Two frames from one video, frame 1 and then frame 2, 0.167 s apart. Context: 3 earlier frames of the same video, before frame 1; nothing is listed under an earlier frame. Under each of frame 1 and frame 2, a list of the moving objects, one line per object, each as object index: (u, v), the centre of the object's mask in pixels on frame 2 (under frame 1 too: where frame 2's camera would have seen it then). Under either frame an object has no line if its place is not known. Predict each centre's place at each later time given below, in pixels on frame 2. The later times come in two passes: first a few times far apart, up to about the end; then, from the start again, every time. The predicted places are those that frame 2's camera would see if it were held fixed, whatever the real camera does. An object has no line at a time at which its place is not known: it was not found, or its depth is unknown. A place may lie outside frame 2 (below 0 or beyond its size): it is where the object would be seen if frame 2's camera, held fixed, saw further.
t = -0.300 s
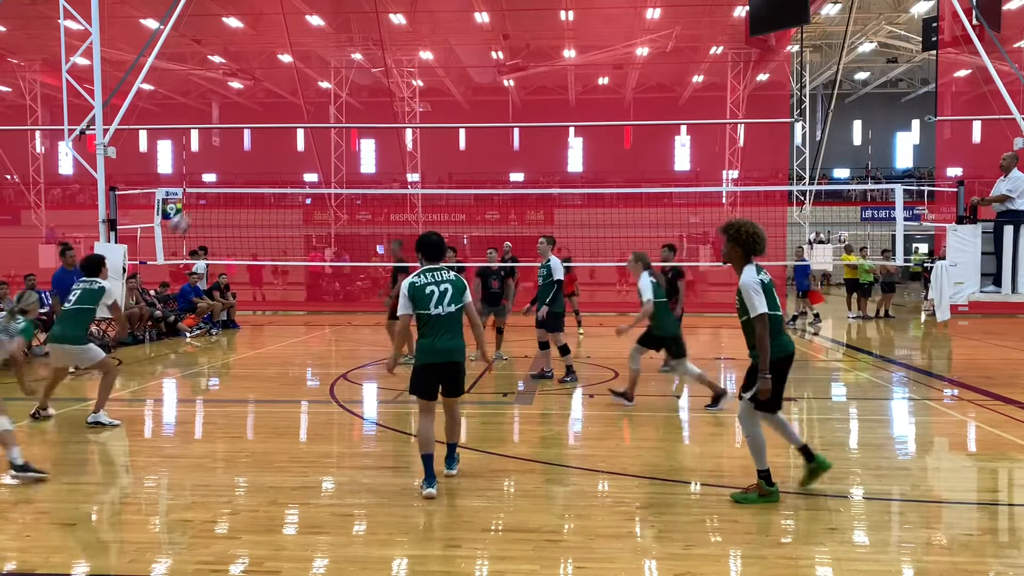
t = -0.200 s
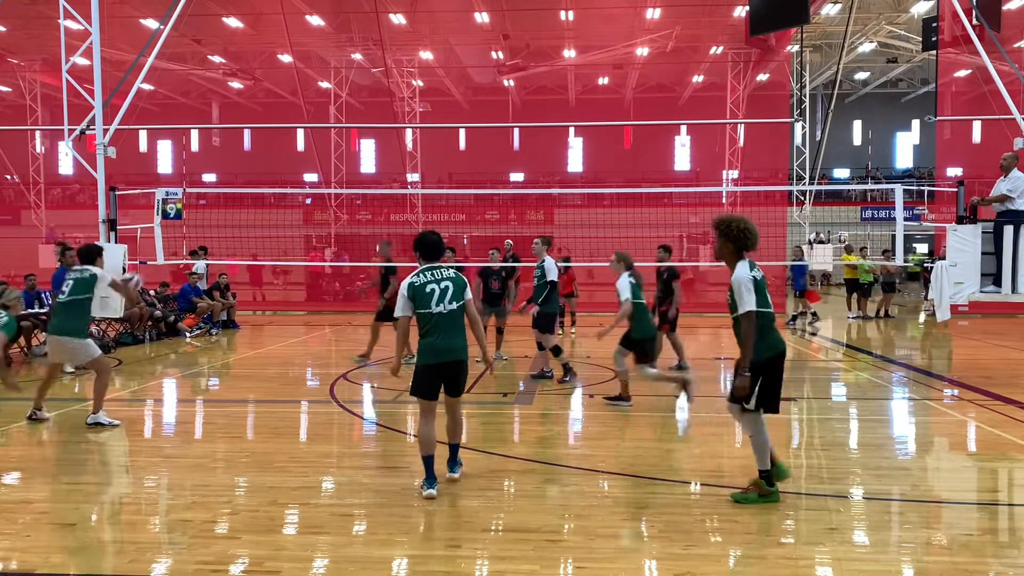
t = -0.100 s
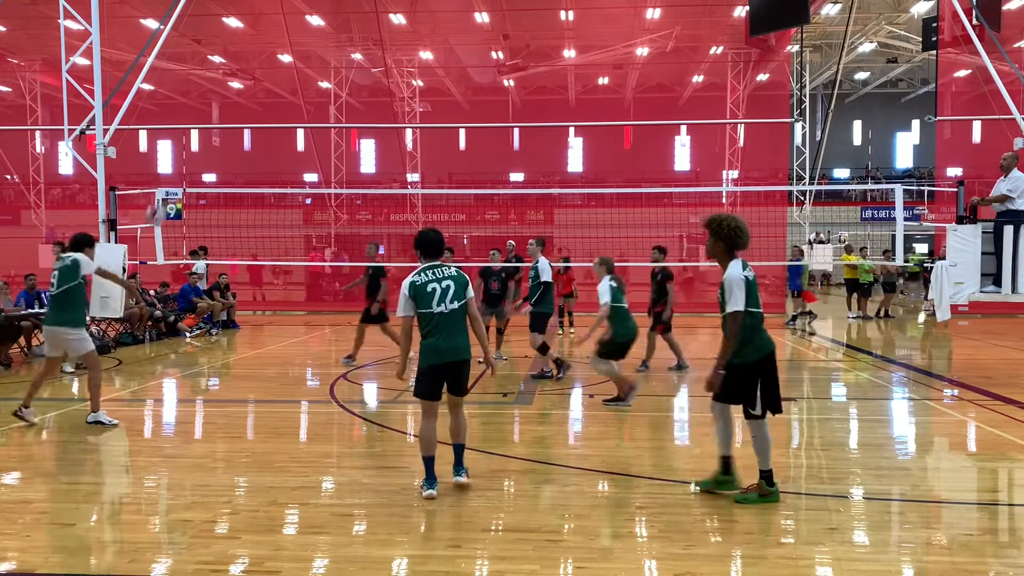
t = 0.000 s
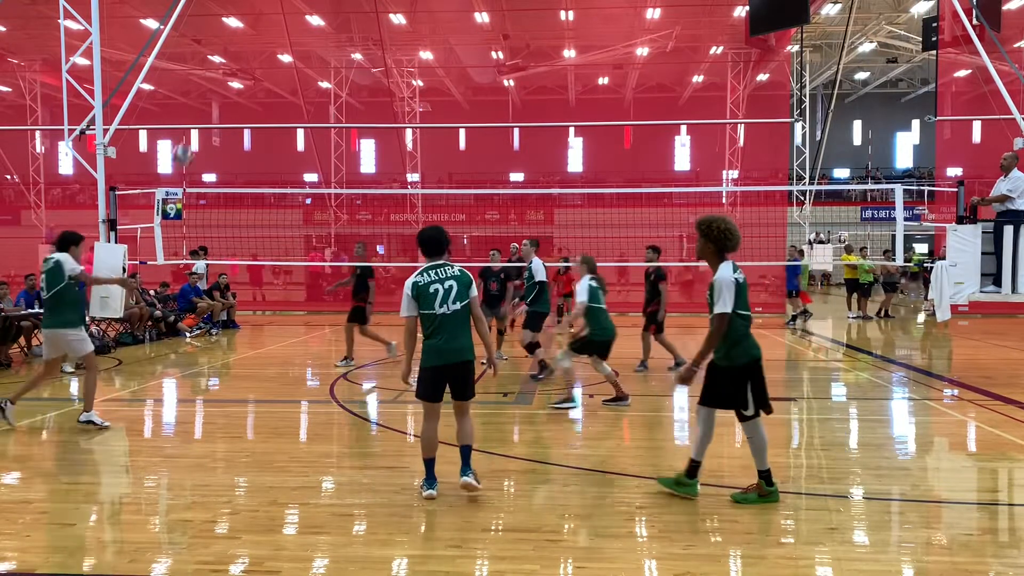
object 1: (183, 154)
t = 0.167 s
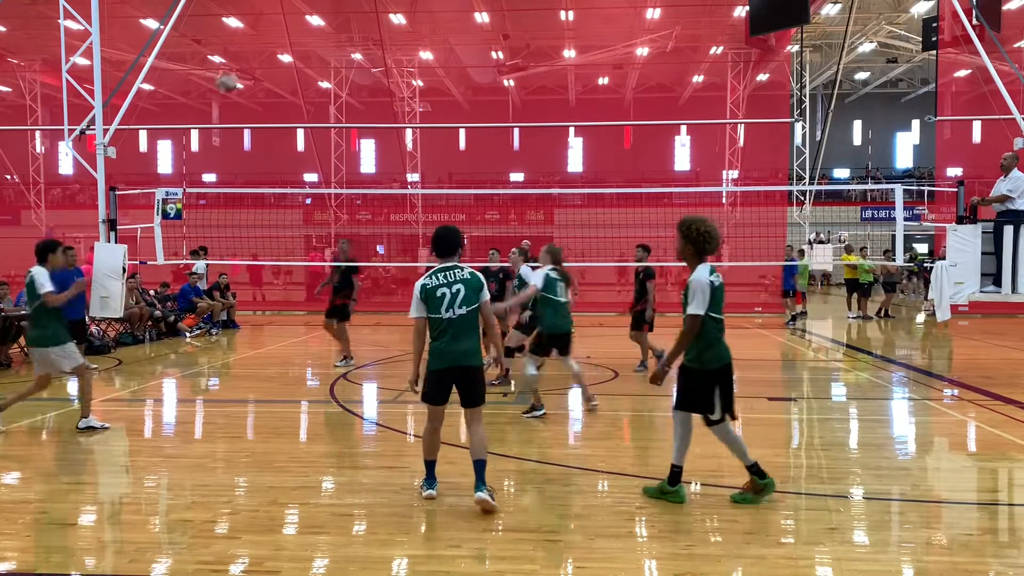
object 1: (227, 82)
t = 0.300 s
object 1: (263, 45)
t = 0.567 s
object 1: (331, 26)
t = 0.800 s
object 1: (387, 66)
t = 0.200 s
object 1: (236, 71)
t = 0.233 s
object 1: (245, 60)
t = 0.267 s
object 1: (254, 52)
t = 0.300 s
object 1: (263, 45)
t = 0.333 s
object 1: (271, 39)
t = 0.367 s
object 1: (279, 33)
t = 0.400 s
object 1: (288, 29)
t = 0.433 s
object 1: (297, 27)
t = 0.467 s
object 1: (304, 25)
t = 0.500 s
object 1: (313, 24)
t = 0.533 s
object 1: (321, 24)
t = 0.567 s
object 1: (331, 26)
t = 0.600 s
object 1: (339, 28)
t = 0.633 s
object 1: (347, 33)
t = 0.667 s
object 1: (355, 38)
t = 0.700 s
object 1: (364, 43)
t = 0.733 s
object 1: (372, 50)
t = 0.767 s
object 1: (381, 59)
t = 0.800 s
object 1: (387, 66)
